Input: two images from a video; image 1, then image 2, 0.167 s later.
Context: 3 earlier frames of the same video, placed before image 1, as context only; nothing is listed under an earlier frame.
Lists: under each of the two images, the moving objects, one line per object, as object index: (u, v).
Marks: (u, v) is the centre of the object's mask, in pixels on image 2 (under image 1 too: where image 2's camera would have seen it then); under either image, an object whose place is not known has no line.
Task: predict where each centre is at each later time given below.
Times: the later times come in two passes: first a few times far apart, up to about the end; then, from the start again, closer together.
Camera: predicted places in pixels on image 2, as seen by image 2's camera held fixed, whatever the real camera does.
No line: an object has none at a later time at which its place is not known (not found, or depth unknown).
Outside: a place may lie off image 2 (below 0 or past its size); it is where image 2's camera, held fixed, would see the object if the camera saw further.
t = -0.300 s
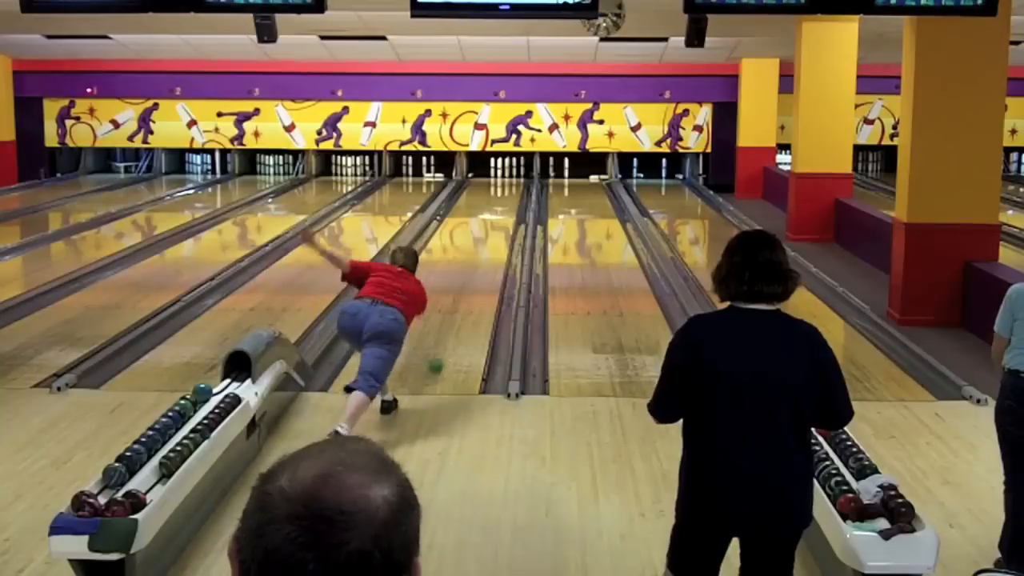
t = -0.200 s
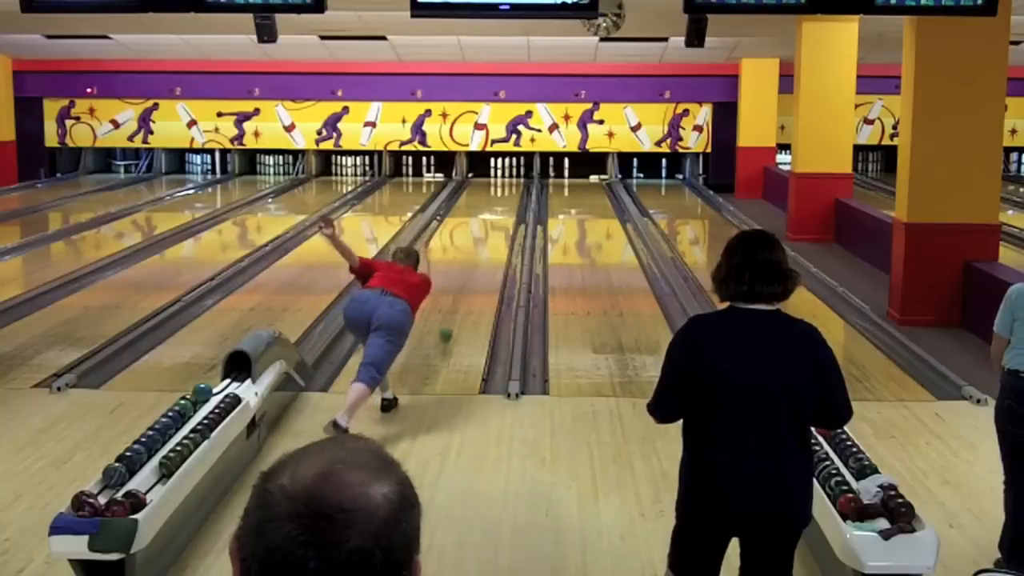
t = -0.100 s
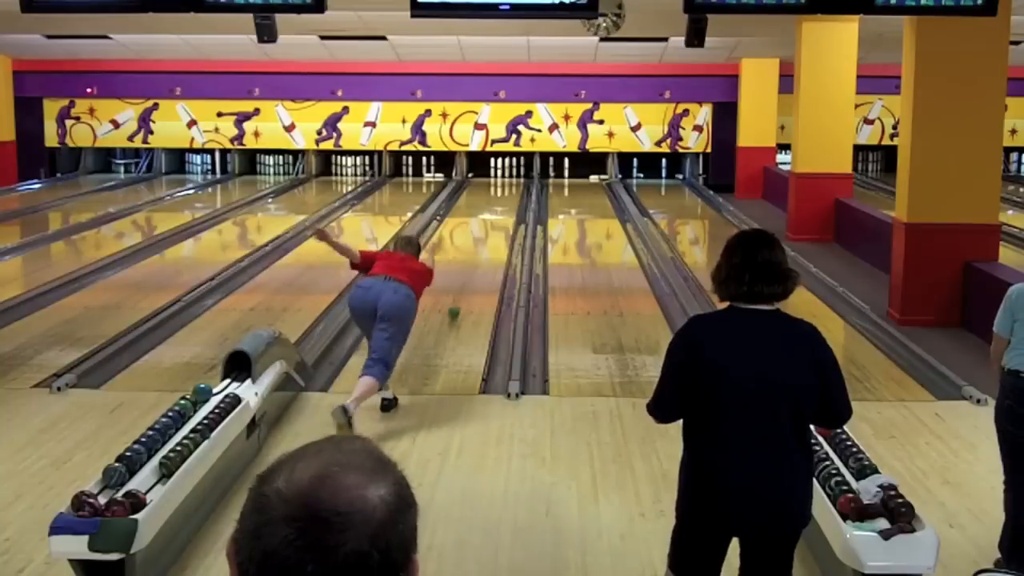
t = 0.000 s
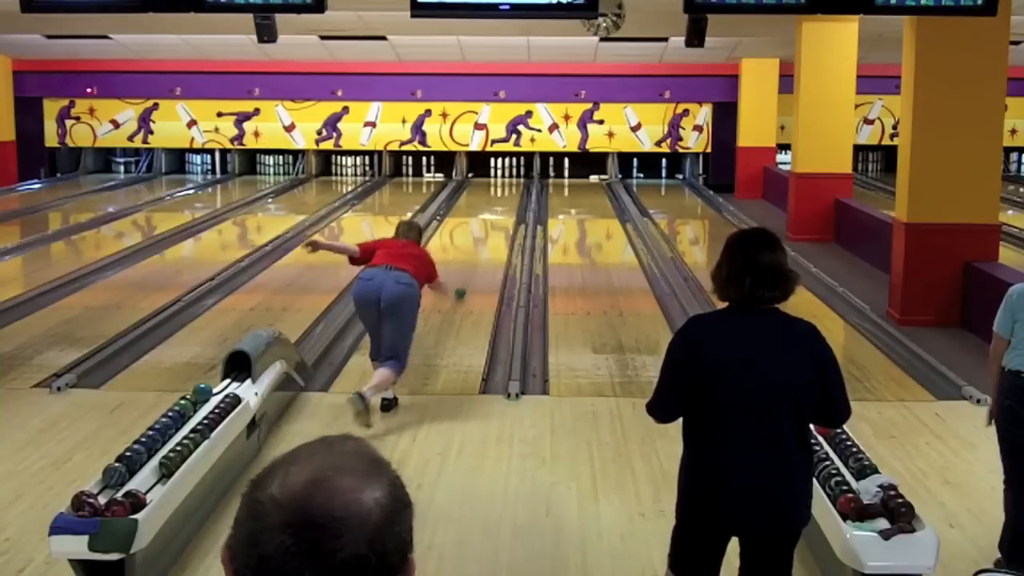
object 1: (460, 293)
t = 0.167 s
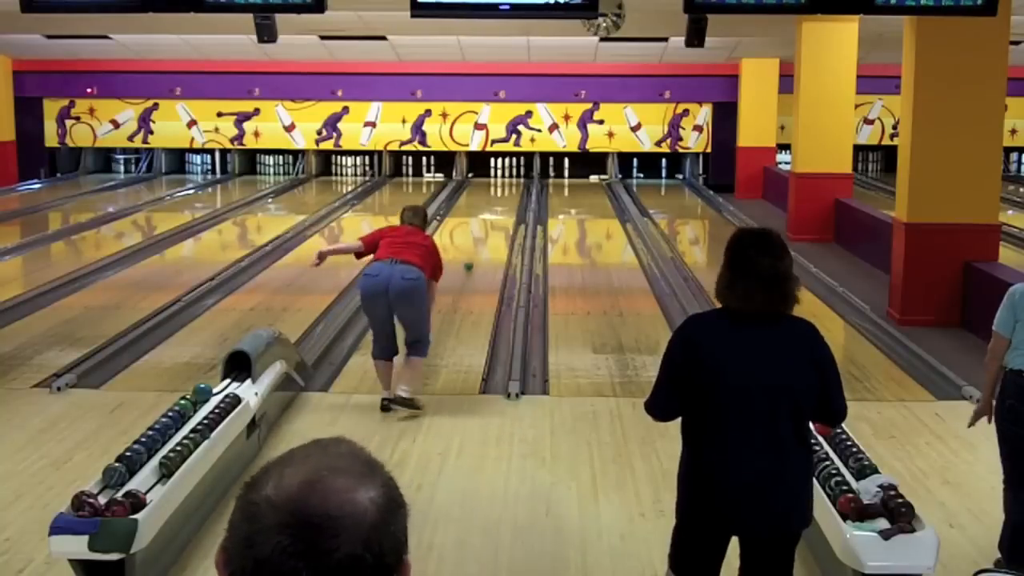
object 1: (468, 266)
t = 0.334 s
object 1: (475, 245)
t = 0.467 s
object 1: (478, 232)
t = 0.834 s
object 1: (486, 206)
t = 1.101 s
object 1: (490, 191)
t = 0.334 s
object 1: (475, 245)
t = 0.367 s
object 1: (476, 241)
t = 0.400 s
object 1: (476, 238)
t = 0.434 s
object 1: (477, 235)
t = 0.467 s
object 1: (478, 232)
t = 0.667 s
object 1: (483, 216)
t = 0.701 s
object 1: (484, 214)
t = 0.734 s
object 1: (484, 212)
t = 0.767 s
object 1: (485, 210)
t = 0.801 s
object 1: (486, 207)
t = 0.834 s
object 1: (486, 206)
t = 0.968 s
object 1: (489, 197)
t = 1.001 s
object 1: (489, 196)
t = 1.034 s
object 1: (490, 194)
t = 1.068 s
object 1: (490, 193)
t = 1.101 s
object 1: (490, 191)
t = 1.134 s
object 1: (490, 191)
